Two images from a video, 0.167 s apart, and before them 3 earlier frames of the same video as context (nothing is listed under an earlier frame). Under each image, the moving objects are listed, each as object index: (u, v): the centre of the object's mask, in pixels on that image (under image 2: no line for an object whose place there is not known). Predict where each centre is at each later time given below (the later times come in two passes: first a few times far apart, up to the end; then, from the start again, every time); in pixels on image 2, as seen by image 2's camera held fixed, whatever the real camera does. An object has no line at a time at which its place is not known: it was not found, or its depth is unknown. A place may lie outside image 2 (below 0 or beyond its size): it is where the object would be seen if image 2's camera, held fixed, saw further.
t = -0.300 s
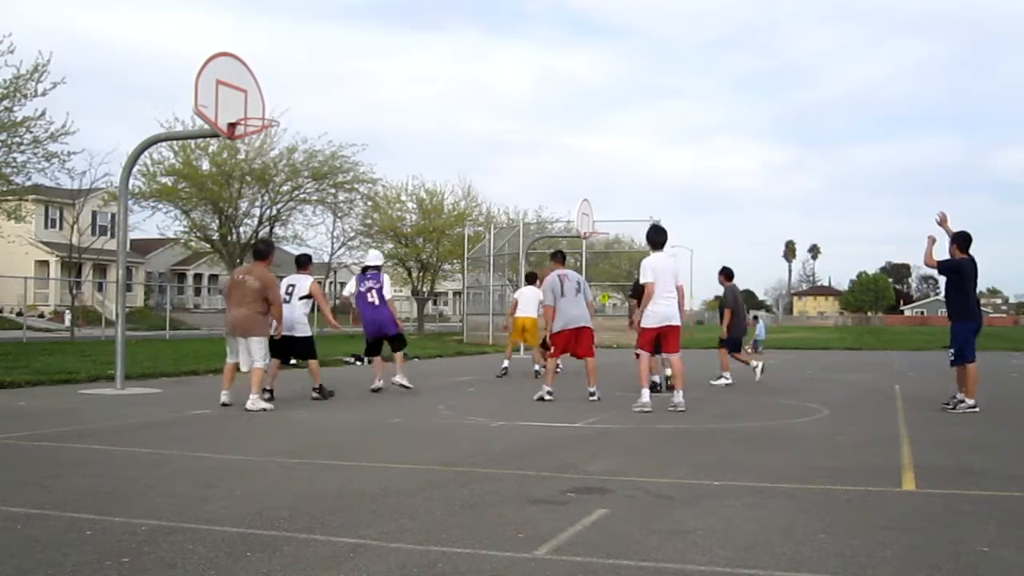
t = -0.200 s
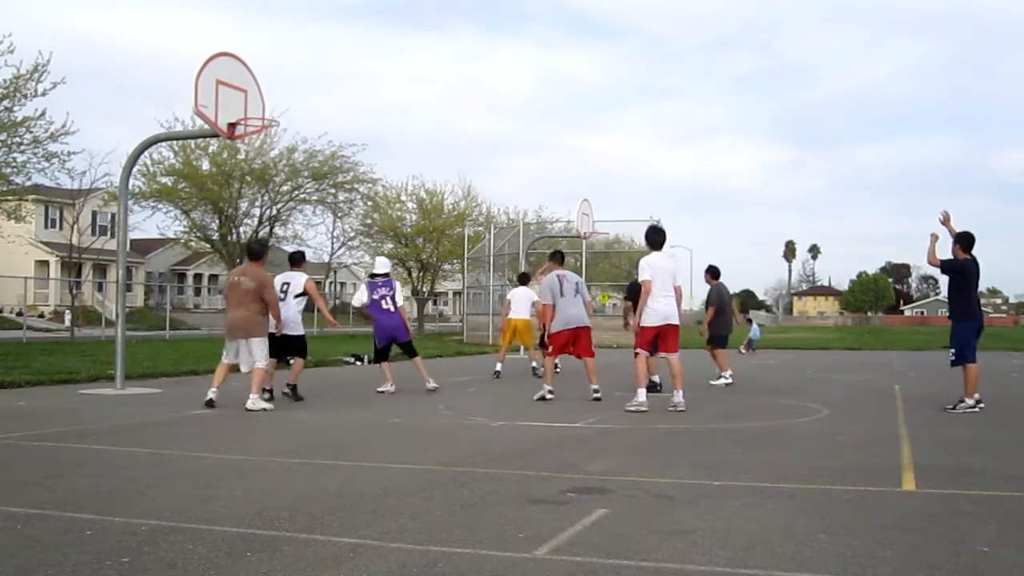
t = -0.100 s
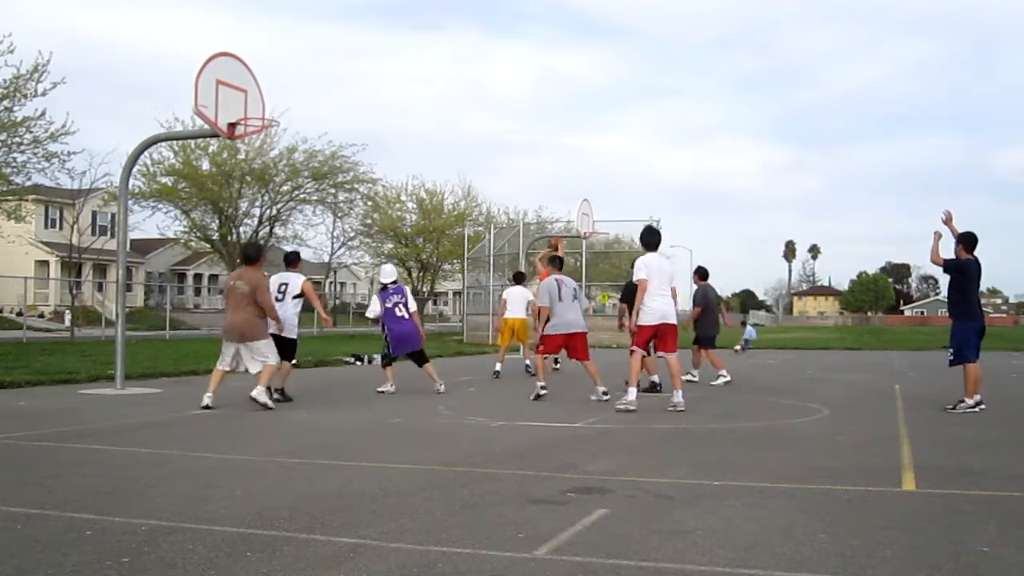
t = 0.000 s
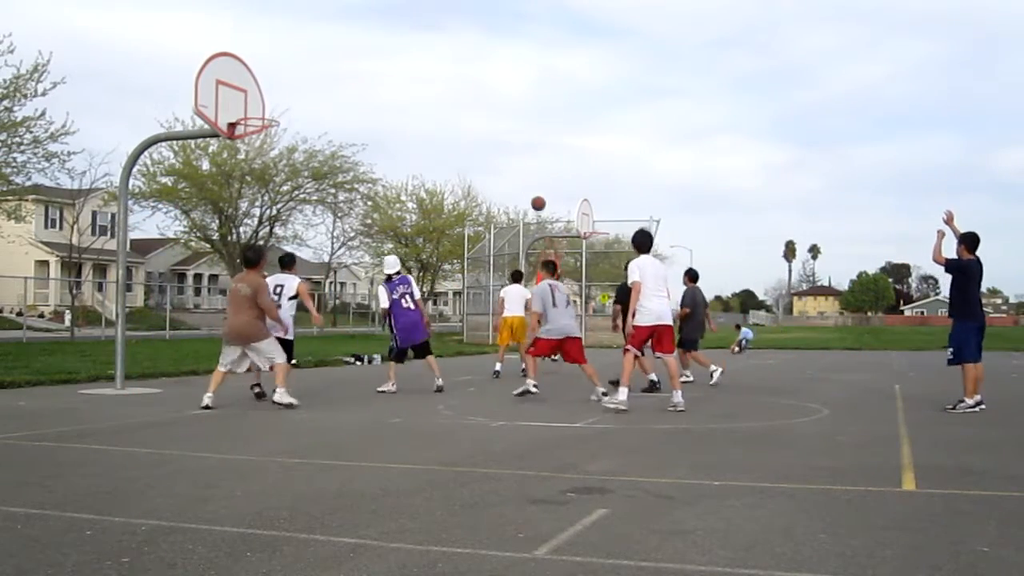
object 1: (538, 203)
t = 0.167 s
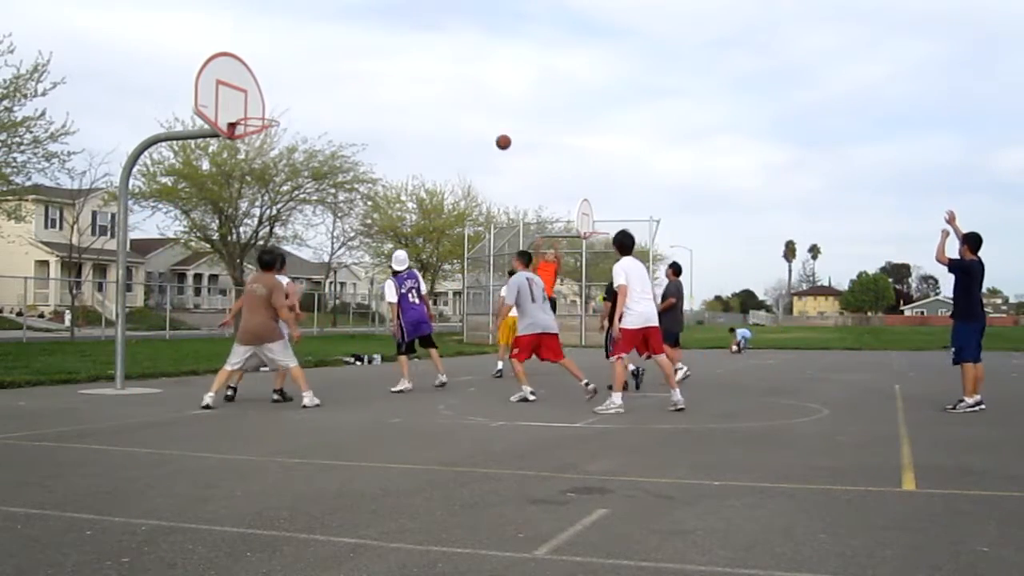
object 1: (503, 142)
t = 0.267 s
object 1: (482, 111)
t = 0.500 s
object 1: (428, 61)
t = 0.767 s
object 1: (362, 47)
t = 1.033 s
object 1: (292, 85)
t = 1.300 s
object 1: (243, 94)
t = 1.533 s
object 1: (299, 93)
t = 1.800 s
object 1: (364, 151)
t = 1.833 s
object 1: (372, 163)
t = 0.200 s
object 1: (496, 131)
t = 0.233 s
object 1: (489, 121)
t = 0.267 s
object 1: (482, 111)
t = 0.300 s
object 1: (474, 102)
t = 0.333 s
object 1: (467, 94)
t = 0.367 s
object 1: (459, 86)
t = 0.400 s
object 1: (452, 79)
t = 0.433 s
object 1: (444, 72)
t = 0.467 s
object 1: (436, 66)
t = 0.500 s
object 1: (428, 61)
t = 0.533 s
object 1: (420, 57)
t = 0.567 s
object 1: (412, 53)
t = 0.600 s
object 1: (404, 50)
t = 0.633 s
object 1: (396, 48)
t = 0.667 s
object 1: (387, 46)
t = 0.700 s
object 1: (379, 46)
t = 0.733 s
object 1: (371, 46)
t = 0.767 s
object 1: (362, 47)
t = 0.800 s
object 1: (354, 48)
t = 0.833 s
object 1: (345, 51)
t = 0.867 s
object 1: (337, 54)
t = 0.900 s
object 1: (328, 59)
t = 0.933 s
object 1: (319, 64)
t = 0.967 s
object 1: (310, 70)
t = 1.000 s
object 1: (301, 77)
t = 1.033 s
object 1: (292, 85)
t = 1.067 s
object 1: (282, 94)
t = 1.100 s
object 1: (273, 104)
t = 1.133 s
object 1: (263, 113)
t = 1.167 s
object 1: (253, 108)
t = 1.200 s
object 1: (243, 105)
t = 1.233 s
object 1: (232, 102)
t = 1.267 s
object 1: (235, 98)
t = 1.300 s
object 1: (243, 94)
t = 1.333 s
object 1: (251, 91)
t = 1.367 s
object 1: (259, 89)
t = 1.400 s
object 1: (267, 88)
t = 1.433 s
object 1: (275, 88)
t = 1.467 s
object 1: (283, 88)
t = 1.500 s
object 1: (291, 90)
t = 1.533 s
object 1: (299, 93)
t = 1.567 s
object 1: (307, 97)
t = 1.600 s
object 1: (315, 102)
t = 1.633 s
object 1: (323, 108)
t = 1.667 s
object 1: (331, 114)
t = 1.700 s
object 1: (340, 122)
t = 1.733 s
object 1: (347, 131)
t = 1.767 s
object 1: (355, 141)
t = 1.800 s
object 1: (364, 151)
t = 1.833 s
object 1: (372, 163)
